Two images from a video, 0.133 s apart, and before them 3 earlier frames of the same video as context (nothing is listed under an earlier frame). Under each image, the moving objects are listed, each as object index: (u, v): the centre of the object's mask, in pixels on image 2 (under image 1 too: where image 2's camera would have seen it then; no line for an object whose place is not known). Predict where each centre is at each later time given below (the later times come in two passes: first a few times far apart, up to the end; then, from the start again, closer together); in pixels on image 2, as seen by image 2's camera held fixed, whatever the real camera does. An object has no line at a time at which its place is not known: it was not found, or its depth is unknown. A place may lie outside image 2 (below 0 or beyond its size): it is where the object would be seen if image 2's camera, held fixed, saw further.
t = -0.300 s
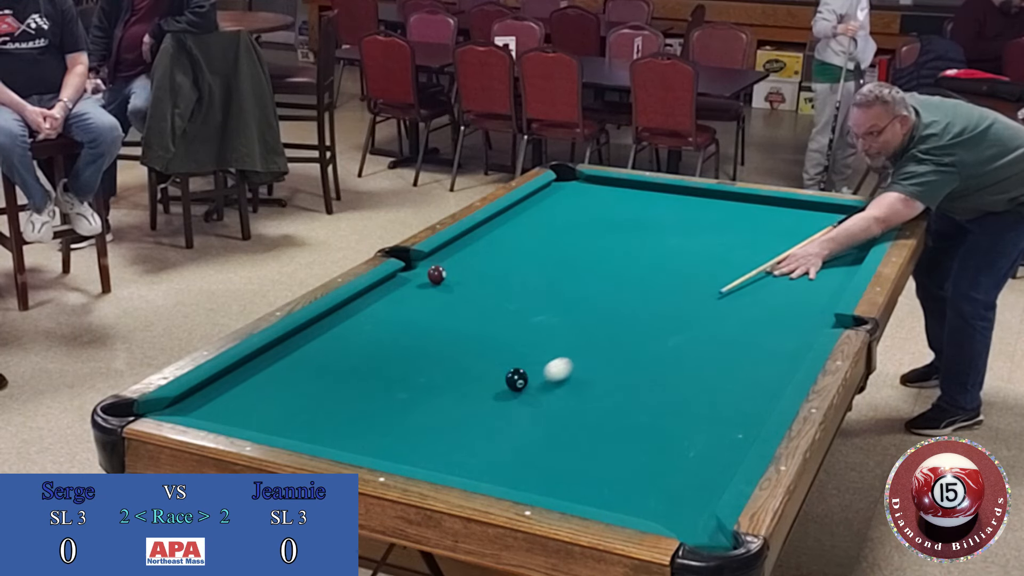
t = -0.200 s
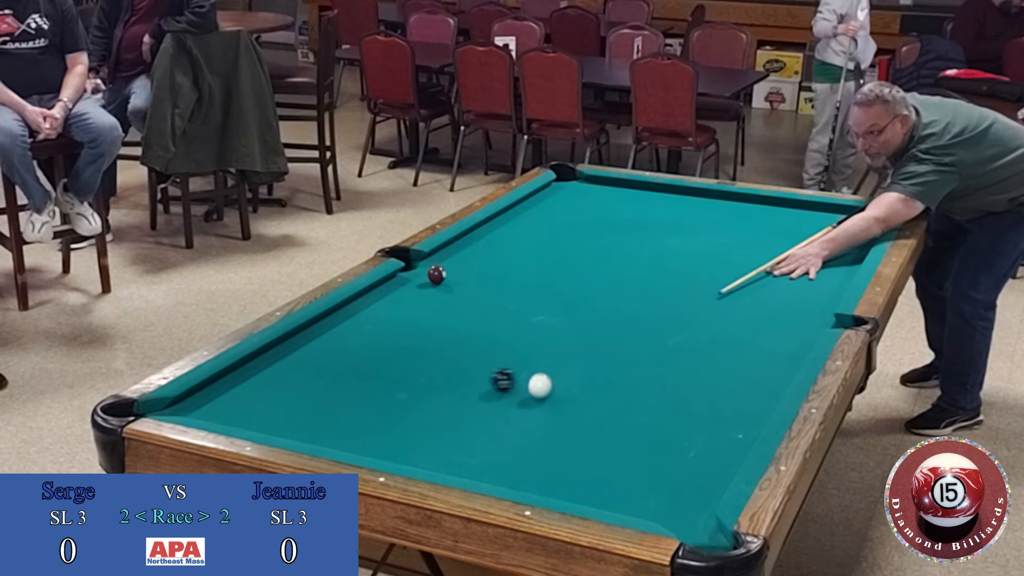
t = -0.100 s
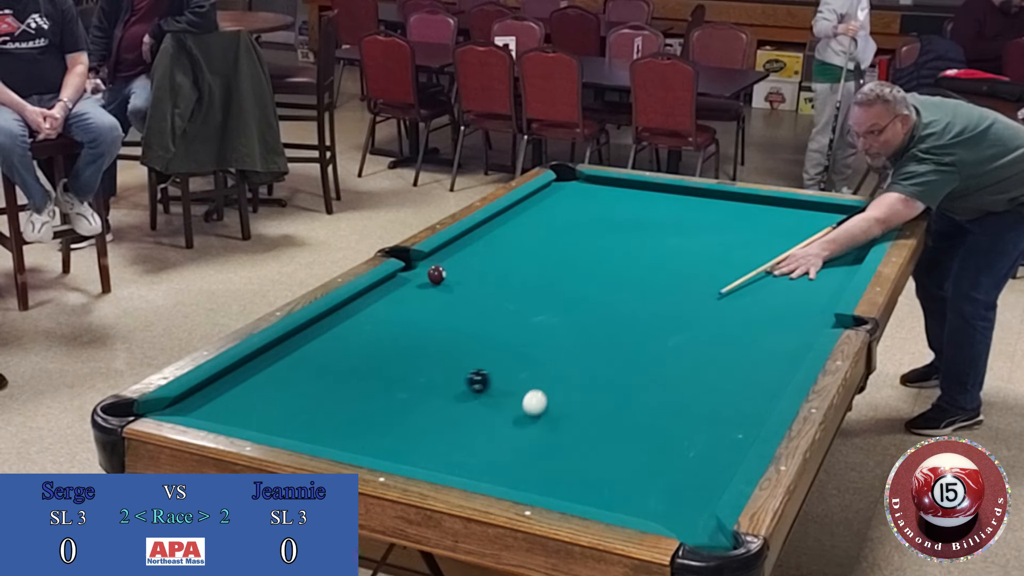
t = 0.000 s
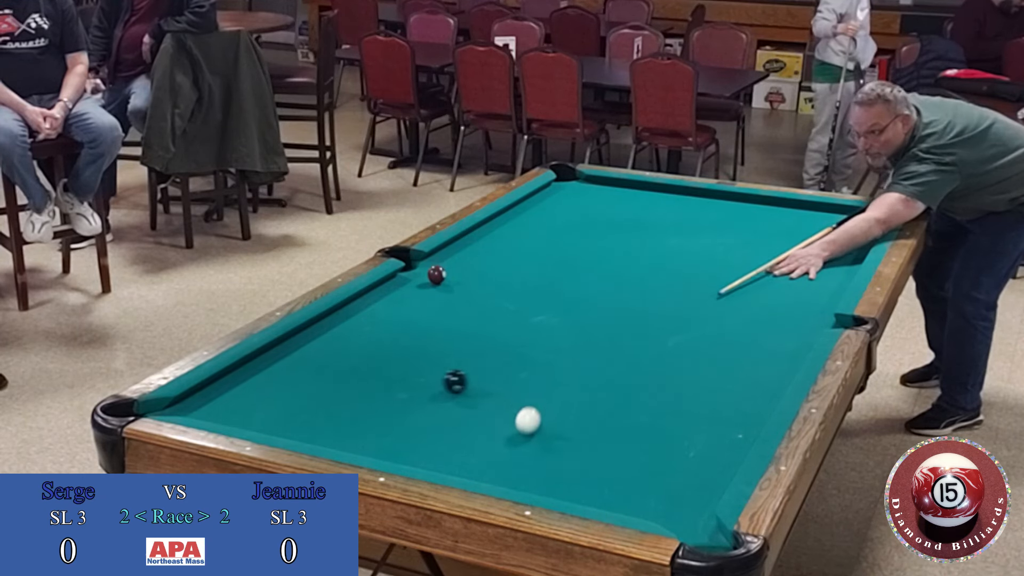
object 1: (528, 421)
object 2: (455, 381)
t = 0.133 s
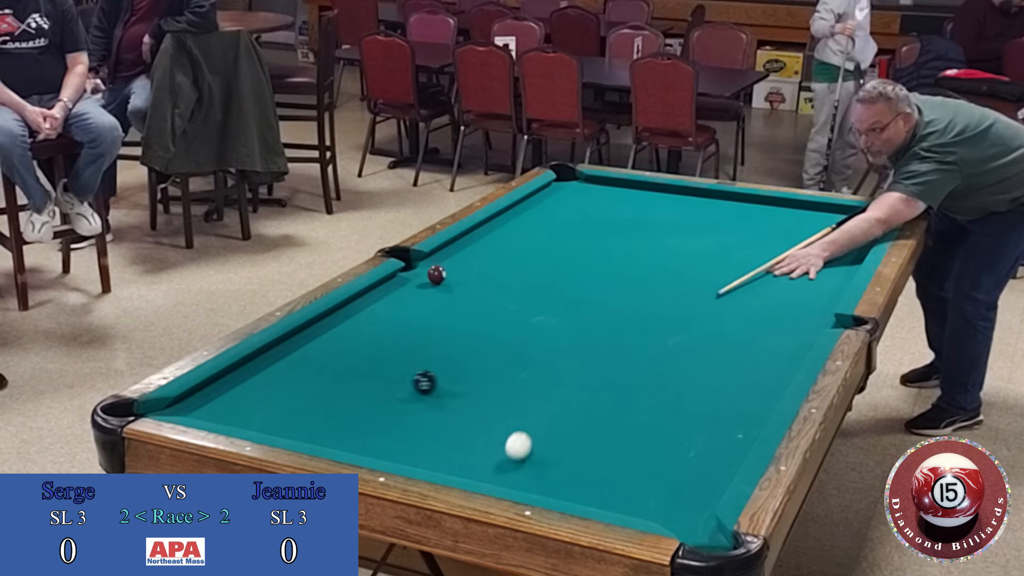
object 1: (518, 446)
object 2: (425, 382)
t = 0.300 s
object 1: (506, 478)
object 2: (387, 383)
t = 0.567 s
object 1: (545, 463)
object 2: (328, 385)
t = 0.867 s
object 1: (590, 439)
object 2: (266, 387)
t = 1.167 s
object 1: (629, 419)
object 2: (206, 390)
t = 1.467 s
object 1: (663, 400)
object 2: (215, 401)
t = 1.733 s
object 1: (690, 386)
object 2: (225, 410)
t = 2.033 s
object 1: (718, 371)
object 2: (235, 418)
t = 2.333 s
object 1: (744, 359)
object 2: (247, 423)
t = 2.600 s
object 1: (761, 350)
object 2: (258, 424)
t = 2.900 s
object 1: (782, 339)
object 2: (270, 425)
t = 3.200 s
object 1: (800, 330)
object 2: (279, 426)
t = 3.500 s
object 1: (816, 322)
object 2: (285, 426)
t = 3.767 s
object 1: (822, 318)
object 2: (288, 427)
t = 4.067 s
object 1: (811, 317)
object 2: (287, 427)
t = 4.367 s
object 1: (803, 317)
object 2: (287, 427)
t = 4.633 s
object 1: (798, 318)
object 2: (288, 427)
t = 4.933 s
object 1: (795, 318)
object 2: (288, 427)
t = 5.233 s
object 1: (795, 318)
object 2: (287, 427)
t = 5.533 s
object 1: (795, 318)
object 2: (287, 427)
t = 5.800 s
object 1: (795, 318)
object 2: (287, 427)
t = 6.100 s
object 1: (795, 318)
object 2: (288, 427)
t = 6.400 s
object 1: (795, 318)
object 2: (288, 427)
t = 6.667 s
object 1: (795, 318)
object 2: (288, 427)
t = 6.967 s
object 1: (795, 318)
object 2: (288, 427)
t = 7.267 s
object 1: (795, 318)
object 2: (287, 427)
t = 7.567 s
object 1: (795, 318)
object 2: (287, 427)
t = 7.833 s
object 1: (795, 318)
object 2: (287, 427)
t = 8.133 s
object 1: (795, 318)
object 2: (287, 427)
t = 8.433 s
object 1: (795, 318)
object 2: (287, 427)
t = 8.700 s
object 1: (795, 318)
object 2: (287, 427)
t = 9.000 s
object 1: (795, 318)
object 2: (287, 427)
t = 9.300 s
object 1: (795, 318)
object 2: (287, 427)
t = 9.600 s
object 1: (795, 318)
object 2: (287, 427)
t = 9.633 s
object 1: (795, 318)
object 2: (287, 427)
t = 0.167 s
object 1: (516, 453)
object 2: (417, 382)
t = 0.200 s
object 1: (513, 459)
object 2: (409, 383)
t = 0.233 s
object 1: (511, 466)
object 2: (401, 383)
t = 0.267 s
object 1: (508, 473)
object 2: (394, 383)
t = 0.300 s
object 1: (506, 478)
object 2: (387, 383)
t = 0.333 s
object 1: (507, 481)
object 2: (380, 384)
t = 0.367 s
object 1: (512, 479)
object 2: (373, 384)
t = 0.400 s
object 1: (518, 477)
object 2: (365, 384)
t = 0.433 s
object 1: (523, 475)
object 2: (358, 384)
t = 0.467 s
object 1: (529, 472)
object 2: (351, 384)
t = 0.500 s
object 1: (534, 469)
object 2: (343, 385)
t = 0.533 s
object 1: (540, 466)
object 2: (336, 385)
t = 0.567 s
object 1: (545, 463)
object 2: (328, 385)
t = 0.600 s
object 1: (550, 460)
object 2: (321, 386)
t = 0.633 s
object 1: (555, 458)
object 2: (315, 386)
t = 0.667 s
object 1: (560, 455)
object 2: (308, 386)
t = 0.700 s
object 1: (565, 452)
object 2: (301, 386)
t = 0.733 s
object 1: (570, 449)
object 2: (294, 386)
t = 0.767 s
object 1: (575, 447)
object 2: (287, 387)
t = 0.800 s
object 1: (580, 444)
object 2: (280, 387)
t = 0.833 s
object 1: (585, 442)
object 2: (273, 387)
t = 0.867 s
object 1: (590, 439)
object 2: (266, 387)
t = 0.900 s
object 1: (594, 437)
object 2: (259, 388)
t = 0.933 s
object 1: (599, 434)
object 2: (251, 388)
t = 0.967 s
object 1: (603, 432)
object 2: (245, 388)
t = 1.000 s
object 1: (607, 430)
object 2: (238, 388)
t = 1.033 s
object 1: (612, 427)
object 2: (231, 388)
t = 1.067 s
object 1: (616, 425)
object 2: (225, 389)
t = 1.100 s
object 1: (620, 423)
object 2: (218, 388)
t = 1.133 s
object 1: (624, 421)
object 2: (212, 389)
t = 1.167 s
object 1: (629, 419)
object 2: (206, 390)
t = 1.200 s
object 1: (632, 416)
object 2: (205, 391)
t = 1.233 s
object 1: (636, 414)
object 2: (207, 392)
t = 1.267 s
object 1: (640, 412)
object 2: (208, 393)
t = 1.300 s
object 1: (644, 410)
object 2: (209, 394)
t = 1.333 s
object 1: (648, 408)
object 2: (210, 395)
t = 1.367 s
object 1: (652, 406)
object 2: (211, 397)
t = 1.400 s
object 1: (656, 404)
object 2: (212, 398)
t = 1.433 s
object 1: (660, 402)
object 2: (214, 399)
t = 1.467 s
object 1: (663, 400)
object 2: (215, 401)
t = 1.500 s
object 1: (667, 398)
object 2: (216, 402)
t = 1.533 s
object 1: (670, 396)
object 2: (218, 403)
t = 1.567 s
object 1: (674, 395)
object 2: (219, 404)
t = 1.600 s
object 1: (677, 393)
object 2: (220, 406)
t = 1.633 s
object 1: (680, 391)
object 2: (221, 407)
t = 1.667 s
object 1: (684, 389)
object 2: (222, 408)
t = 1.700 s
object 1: (687, 387)
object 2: (224, 409)
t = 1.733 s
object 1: (690, 386)
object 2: (225, 410)
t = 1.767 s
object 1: (694, 384)
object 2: (226, 412)
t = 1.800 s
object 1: (697, 382)
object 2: (227, 413)
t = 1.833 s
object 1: (700, 381)
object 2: (228, 414)
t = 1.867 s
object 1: (703, 379)
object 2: (230, 414)
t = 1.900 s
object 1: (706, 378)
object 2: (231, 415)
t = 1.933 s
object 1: (709, 376)
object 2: (232, 416)
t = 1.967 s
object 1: (712, 374)
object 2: (233, 417)
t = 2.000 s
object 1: (715, 373)
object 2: (234, 418)
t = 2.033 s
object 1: (718, 371)
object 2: (235, 418)
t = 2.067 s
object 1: (721, 370)
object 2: (236, 419)
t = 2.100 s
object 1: (724, 368)
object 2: (237, 420)
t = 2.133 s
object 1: (727, 367)
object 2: (239, 420)
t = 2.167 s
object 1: (730, 365)
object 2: (240, 421)
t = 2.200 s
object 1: (733, 364)
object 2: (241, 422)
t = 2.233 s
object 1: (735, 363)
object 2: (242, 422)
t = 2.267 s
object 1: (738, 361)
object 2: (243, 423)
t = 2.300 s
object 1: (741, 360)
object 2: (245, 423)
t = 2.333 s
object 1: (744, 359)
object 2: (247, 423)
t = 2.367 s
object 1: (746, 357)
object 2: (249, 423)
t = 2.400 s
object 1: (749, 356)
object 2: (250, 423)
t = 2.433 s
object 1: (751, 355)
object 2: (252, 423)
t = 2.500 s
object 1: (754, 353)
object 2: (254, 424)
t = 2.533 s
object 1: (756, 352)
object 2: (255, 424)
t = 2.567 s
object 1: (759, 351)
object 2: (257, 424)
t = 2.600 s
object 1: (761, 350)
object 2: (258, 424)
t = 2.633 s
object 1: (764, 348)
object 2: (260, 424)
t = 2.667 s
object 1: (766, 347)
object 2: (261, 424)
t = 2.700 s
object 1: (768, 346)
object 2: (262, 425)
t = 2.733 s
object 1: (771, 345)
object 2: (264, 425)
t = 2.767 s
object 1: (773, 344)
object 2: (265, 425)
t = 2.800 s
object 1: (775, 343)
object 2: (267, 425)
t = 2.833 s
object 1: (777, 342)
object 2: (268, 425)
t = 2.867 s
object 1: (780, 340)
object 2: (269, 425)
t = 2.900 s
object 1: (782, 339)
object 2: (270, 425)
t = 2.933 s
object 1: (784, 338)
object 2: (271, 425)
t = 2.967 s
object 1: (786, 337)
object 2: (272, 425)
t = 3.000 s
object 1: (788, 336)
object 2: (273, 425)
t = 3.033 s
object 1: (790, 335)
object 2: (274, 425)
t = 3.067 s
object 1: (792, 334)
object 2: (275, 426)
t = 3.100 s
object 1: (794, 333)
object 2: (276, 426)
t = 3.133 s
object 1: (796, 332)
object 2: (277, 426)
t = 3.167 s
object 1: (798, 331)
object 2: (278, 426)
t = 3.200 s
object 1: (800, 330)
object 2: (279, 426)
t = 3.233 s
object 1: (802, 329)
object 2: (280, 426)
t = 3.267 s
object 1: (803, 328)
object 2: (281, 426)
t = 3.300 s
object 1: (805, 327)
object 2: (281, 426)
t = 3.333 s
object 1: (807, 326)
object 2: (282, 426)
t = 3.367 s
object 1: (809, 325)
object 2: (282, 426)
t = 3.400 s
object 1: (811, 324)
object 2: (283, 426)
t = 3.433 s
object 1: (812, 324)
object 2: (284, 426)
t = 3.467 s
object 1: (814, 323)
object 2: (284, 426)
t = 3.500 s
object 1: (816, 322)
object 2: (285, 426)
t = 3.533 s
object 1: (817, 321)
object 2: (285, 427)
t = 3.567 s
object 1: (819, 320)
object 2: (286, 427)
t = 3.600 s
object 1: (820, 319)
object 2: (286, 427)
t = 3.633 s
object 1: (822, 319)
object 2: (287, 427)
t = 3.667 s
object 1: (824, 318)
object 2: (287, 427)
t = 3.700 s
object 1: (825, 318)
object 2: (287, 427)
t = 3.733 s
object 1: (824, 318)
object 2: (287, 427)
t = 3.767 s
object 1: (822, 318)
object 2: (288, 427)
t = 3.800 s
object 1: (821, 318)
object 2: (287, 427)
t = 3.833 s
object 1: (819, 317)
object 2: (288, 427)
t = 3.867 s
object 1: (818, 317)
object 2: (288, 427)
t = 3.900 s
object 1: (816, 317)
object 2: (288, 427)
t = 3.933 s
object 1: (815, 317)
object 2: (288, 427)
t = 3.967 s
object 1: (814, 317)
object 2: (288, 427)
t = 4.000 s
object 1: (813, 317)
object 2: (288, 427)
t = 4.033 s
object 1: (812, 317)
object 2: (287, 427)
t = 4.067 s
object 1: (811, 317)
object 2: (287, 427)
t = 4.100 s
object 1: (810, 317)
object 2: (287, 427)
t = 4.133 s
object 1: (808, 317)
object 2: (287, 427)
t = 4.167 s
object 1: (807, 317)
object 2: (287, 427)
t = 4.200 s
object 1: (806, 317)
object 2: (287, 427)
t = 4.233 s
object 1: (806, 317)
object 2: (287, 427)
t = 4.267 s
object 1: (805, 317)
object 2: (287, 427)
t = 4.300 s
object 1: (804, 317)
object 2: (288, 427)
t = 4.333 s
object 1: (803, 318)
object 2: (288, 427)
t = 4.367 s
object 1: (803, 317)
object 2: (287, 427)
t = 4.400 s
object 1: (802, 318)
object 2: (287, 427)
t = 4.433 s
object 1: (801, 318)
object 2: (287, 427)
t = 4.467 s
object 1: (801, 318)
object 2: (287, 427)
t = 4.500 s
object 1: (800, 318)
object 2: (287, 427)
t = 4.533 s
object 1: (799, 318)
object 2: (287, 427)
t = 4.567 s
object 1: (799, 318)
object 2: (287, 427)
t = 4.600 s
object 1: (798, 318)
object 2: (287, 427)
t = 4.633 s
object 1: (798, 318)
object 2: (288, 427)
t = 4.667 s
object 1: (797, 318)
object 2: (288, 427)
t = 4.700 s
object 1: (797, 318)
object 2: (288, 427)
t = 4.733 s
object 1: (796, 318)
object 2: (287, 427)
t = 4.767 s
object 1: (796, 318)
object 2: (287, 427)
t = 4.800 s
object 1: (796, 318)
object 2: (287, 427)
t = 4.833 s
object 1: (796, 318)
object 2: (287, 427)
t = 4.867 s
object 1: (795, 318)
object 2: (287, 427)
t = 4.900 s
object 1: (795, 318)
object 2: (288, 427)
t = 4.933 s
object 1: (795, 318)
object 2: (288, 427)
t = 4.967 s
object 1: (795, 318)
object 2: (288, 427)
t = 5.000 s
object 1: (795, 318)
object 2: (288, 427)
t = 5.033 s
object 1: (795, 318)
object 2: (287, 427)
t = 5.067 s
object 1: (795, 318)
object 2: (287, 427)
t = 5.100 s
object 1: (795, 318)
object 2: (287, 427)
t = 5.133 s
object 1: (795, 318)
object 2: (287, 427)
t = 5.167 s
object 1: (795, 318)
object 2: (287, 427)
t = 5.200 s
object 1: (795, 318)
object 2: (288, 427)
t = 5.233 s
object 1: (795, 318)
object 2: (287, 427)
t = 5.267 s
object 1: (795, 318)
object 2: (288, 427)
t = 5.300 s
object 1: (795, 318)
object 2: (288, 427)
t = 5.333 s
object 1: (795, 318)
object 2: (288, 427)
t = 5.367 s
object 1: (795, 318)
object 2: (288, 427)
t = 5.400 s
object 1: (795, 318)
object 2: (287, 427)
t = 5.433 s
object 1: (795, 318)
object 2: (287, 427)
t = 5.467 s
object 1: (795, 318)
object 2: (287, 427)
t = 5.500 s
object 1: (795, 318)
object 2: (287, 427)
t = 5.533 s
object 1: (795, 318)
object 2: (287, 427)
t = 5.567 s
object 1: (795, 318)
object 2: (287, 427)
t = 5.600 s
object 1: (795, 318)
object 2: (288, 427)
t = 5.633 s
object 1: (795, 318)
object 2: (287, 427)
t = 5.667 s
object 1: (795, 318)
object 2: (288, 427)
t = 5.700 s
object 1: (795, 318)
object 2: (288, 427)
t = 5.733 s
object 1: (795, 318)
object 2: (288, 427)
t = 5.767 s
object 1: (795, 318)
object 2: (288, 427)
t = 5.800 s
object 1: (795, 318)
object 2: (287, 427)
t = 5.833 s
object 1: (795, 318)
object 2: (288, 427)
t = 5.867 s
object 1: (795, 318)
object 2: (287, 427)
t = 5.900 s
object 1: (795, 318)
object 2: (287, 427)
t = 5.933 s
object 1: (795, 318)
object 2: (287, 427)
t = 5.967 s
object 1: (795, 318)
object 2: (287, 427)
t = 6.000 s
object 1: (795, 318)
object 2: (288, 427)
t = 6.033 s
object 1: (795, 318)
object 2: (288, 427)
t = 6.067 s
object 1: (795, 318)
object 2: (287, 427)
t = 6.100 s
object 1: (795, 318)
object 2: (288, 427)
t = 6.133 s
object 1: (795, 318)
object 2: (288, 427)
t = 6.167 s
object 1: (795, 318)
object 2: (288, 427)
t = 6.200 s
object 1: (795, 318)
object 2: (287, 427)
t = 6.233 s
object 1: (795, 318)
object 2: (287, 427)
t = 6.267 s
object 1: (795, 318)
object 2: (288, 427)
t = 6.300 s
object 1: (795, 318)
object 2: (288, 427)
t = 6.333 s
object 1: (795, 318)
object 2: (287, 427)
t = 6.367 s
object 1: (795, 318)
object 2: (287, 427)
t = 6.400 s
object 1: (795, 318)
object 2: (288, 427)
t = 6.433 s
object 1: (795, 318)
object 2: (288, 427)
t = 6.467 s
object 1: (795, 318)
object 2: (287, 427)
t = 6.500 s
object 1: (795, 318)
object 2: (287, 427)
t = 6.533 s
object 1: (795, 318)
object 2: (288, 427)
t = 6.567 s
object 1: (795, 318)
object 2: (288, 427)
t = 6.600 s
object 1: (795, 318)
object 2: (287, 427)
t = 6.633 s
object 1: (795, 318)
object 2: (287, 427)
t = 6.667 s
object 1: (795, 318)
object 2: (288, 427)
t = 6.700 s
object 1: (795, 318)
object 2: (288, 427)
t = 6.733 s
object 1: (795, 318)
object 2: (287, 427)
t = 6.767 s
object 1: (795, 318)
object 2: (287, 427)
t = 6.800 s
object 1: (795, 318)
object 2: (288, 427)
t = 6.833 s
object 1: (795, 318)
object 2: (288, 427)
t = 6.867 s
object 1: (795, 318)
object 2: (287, 427)
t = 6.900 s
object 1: (795, 318)
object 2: (287, 427)
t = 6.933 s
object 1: (795, 318)
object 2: (288, 427)
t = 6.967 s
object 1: (795, 318)
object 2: (288, 427)
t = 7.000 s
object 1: (795, 318)
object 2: (287, 427)
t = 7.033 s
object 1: (795, 318)
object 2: (287, 427)
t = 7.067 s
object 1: (795, 318)
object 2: (288, 427)
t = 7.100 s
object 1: (795, 318)
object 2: (287, 427)
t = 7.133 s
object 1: (795, 318)
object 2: (287, 427)
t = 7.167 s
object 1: (795, 318)
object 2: (287, 427)
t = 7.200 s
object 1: (795, 318)
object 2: (287, 427)
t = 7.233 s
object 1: (795, 318)
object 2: (287, 427)
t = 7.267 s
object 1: (795, 318)
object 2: (287, 427)
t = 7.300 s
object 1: (795, 318)
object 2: (287, 427)
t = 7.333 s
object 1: (795, 318)
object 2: (287, 427)
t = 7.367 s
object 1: (795, 318)
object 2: (287, 427)
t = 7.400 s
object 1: (795, 318)
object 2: (287, 427)
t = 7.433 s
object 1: (795, 318)
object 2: (287, 427)
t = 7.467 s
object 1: (795, 318)
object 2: (287, 427)
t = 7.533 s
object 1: (795, 318)
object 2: (287, 427)
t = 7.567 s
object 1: (795, 318)
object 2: (287, 427)
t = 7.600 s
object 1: (795, 318)
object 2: (287, 427)
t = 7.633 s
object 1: (795, 318)
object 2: (287, 427)
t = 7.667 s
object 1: (795, 318)
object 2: (287, 427)
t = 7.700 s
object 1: (795, 318)
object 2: (287, 427)
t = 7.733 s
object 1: (795, 318)
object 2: (287, 427)
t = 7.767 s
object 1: (795, 318)
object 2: (287, 427)
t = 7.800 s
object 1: (795, 318)
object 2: (287, 427)
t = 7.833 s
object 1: (795, 318)
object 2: (287, 427)
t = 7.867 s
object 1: (795, 318)
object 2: (287, 427)
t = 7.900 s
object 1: (795, 318)
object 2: (287, 427)
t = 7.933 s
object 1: (795, 318)
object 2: (287, 427)
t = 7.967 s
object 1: (795, 318)
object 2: (287, 427)
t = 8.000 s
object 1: (795, 318)
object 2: (287, 427)
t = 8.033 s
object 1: (795, 318)
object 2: (287, 427)
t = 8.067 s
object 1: (795, 318)
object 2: (287, 427)
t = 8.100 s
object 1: (795, 318)
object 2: (287, 427)
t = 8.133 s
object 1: (795, 318)
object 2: (287, 427)
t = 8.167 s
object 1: (795, 318)
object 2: (287, 427)
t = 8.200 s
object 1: (795, 318)
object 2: (287, 427)
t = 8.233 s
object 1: (795, 318)
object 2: (287, 427)
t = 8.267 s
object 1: (795, 318)
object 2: (287, 427)
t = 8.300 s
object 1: (795, 318)
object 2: (287, 427)
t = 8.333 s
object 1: (795, 318)
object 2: (287, 427)
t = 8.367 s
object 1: (795, 318)
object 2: (287, 427)
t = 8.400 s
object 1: (795, 318)
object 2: (287, 427)
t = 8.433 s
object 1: (795, 318)
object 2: (287, 427)
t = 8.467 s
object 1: (795, 318)
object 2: (287, 427)
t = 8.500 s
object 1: (795, 318)
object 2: (287, 427)
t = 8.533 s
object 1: (795, 318)
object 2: (287, 427)
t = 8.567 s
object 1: (795, 318)
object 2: (287, 427)
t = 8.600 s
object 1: (795, 318)
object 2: (287, 427)
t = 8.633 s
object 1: (795, 318)
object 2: (287, 427)
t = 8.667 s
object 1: (795, 318)
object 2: (287, 427)
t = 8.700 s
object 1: (795, 318)
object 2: (287, 427)
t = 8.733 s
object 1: (795, 318)
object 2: (287, 427)
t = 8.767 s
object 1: (795, 318)
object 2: (287, 427)
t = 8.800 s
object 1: (795, 318)
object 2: (287, 427)
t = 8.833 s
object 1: (795, 318)
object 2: (287, 427)
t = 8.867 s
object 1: (795, 318)
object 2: (287, 427)
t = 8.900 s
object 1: (796, 318)
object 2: (287, 427)
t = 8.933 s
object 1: (795, 318)
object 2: (287, 427)
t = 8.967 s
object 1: (796, 318)
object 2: (287, 427)
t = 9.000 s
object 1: (795, 318)
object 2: (287, 427)
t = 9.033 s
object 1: (795, 318)
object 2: (287, 427)
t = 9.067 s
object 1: (795, 318)
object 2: (287, 427)
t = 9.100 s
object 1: (795, 318)
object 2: (287, 427)
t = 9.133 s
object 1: (795, 318)
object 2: (287, 427)
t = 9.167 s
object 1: (795, 318)
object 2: (287, 427)
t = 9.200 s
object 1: (795, 318)
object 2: (287, 427)
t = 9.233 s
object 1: (795, 318)
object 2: (287, 427)
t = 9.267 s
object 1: (795, 318)
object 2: (287, 427)
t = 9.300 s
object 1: (795, 318)
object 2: (287, 427)
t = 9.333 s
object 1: (796, 318)
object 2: (287, 427)
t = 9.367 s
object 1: (796, 318)
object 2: (287, 427)
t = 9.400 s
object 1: (795, 318)
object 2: (287, 427)
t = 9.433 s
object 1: (795, 318)
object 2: (287, 427)
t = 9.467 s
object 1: (795, 318)
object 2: (287, 427)
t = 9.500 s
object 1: (795, 318)
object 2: (287, 427)
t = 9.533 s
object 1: (795, 318)
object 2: (287, 427)
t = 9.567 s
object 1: (795, 318)
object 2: (287, 427)
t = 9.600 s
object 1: (795, 318)
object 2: (287, 427)
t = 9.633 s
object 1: (795, 318)
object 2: (287, 427)
